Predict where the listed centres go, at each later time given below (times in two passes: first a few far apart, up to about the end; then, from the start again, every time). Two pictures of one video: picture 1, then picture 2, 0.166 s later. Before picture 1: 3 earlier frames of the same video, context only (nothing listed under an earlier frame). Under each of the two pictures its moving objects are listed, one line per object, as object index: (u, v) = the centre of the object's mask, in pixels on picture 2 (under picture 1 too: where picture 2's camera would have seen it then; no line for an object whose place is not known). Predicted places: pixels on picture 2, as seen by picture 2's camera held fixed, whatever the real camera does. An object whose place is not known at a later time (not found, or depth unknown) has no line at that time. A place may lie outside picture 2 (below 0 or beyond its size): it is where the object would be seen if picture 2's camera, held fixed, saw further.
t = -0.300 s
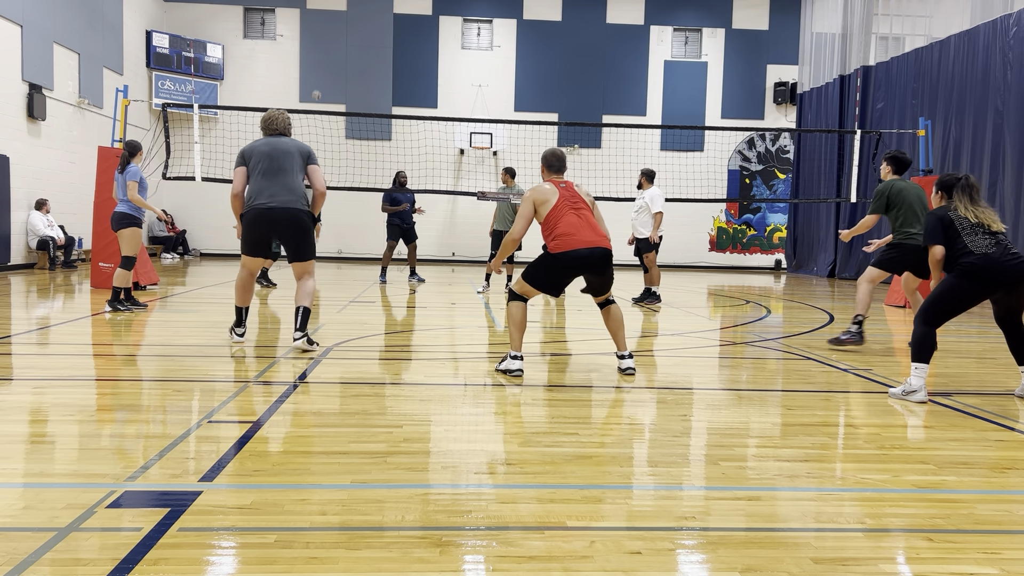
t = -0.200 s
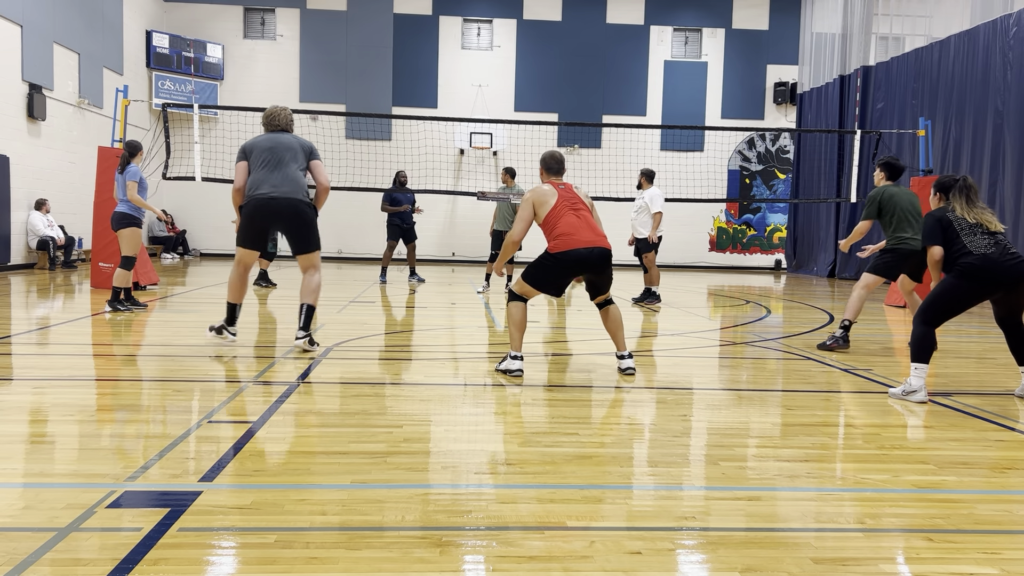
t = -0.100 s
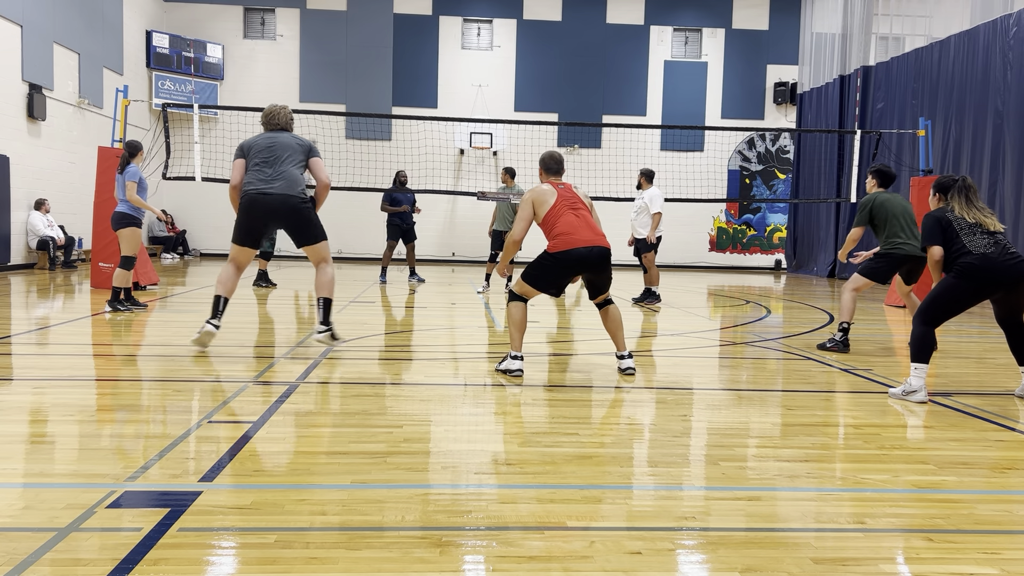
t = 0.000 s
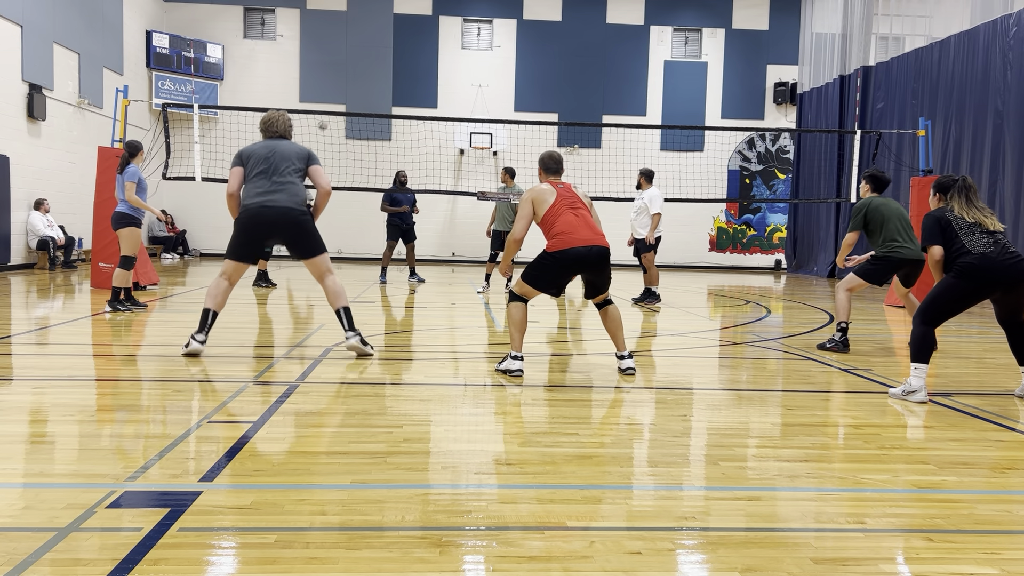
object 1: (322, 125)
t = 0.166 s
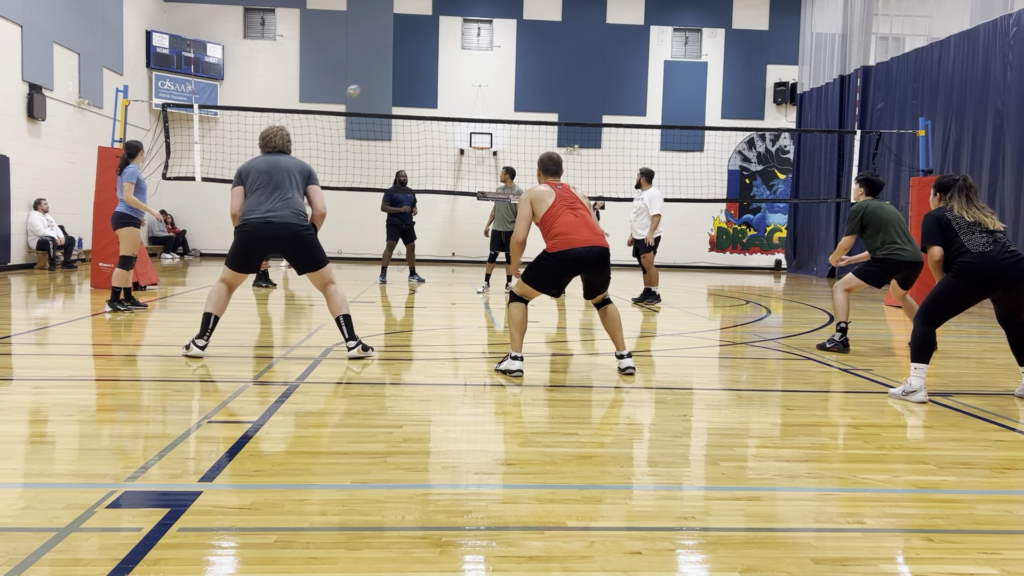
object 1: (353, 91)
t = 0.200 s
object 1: (361, 85)
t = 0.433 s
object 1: (438, 67)
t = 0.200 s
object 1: (361, 85)
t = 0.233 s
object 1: (370, 80)
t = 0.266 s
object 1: (379, 76)
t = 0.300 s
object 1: (390, 73)
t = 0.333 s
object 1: (401, 70)
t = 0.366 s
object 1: (413, 68)
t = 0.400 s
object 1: (426, 67)
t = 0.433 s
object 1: (438, 67)
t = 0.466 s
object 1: (456, 69)
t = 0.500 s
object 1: (473, 73)
